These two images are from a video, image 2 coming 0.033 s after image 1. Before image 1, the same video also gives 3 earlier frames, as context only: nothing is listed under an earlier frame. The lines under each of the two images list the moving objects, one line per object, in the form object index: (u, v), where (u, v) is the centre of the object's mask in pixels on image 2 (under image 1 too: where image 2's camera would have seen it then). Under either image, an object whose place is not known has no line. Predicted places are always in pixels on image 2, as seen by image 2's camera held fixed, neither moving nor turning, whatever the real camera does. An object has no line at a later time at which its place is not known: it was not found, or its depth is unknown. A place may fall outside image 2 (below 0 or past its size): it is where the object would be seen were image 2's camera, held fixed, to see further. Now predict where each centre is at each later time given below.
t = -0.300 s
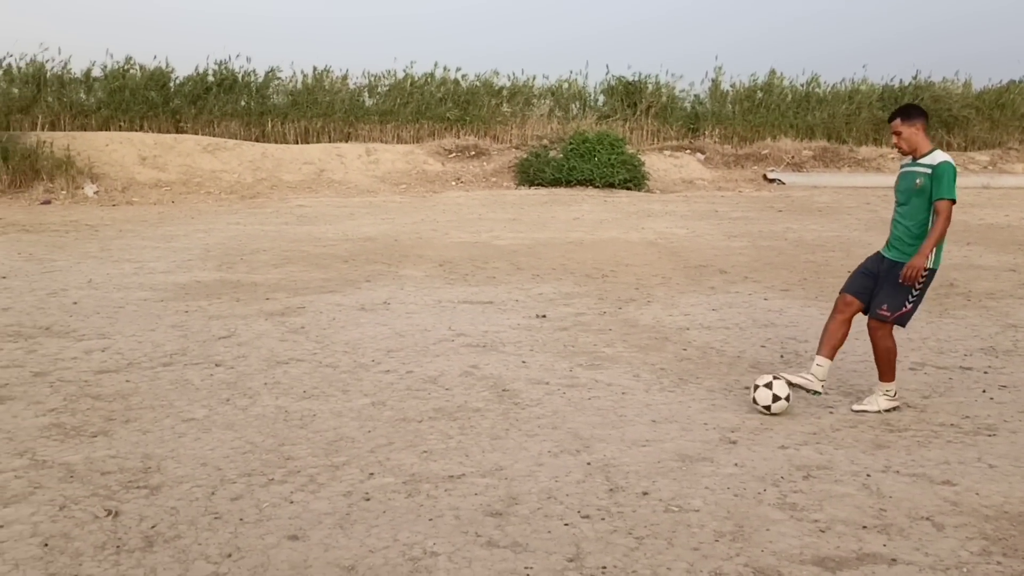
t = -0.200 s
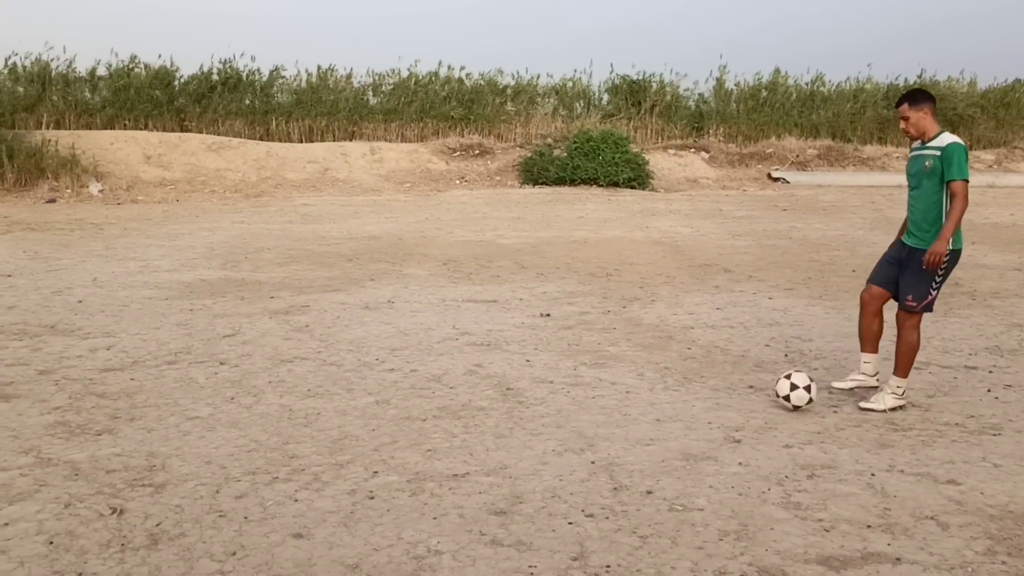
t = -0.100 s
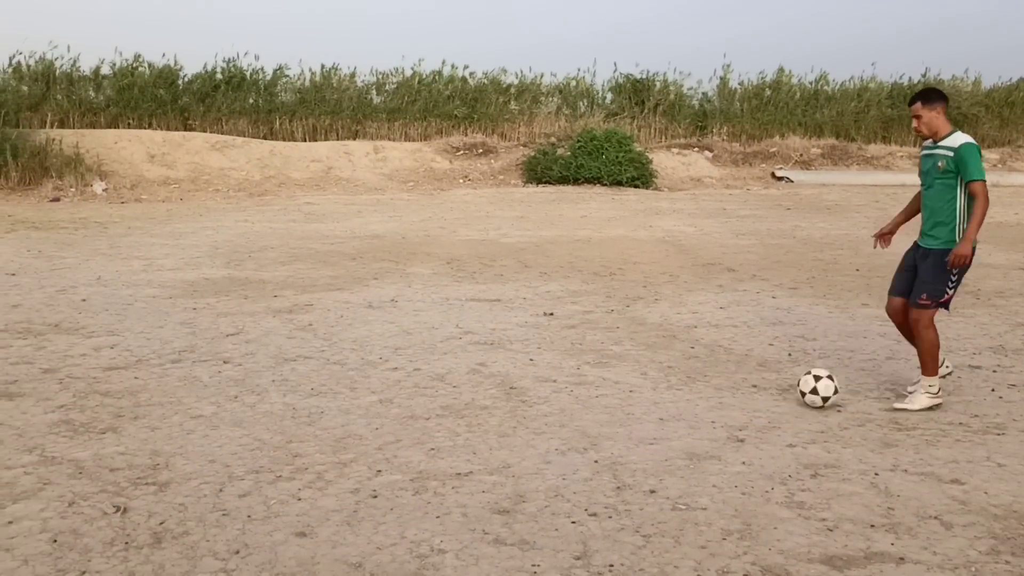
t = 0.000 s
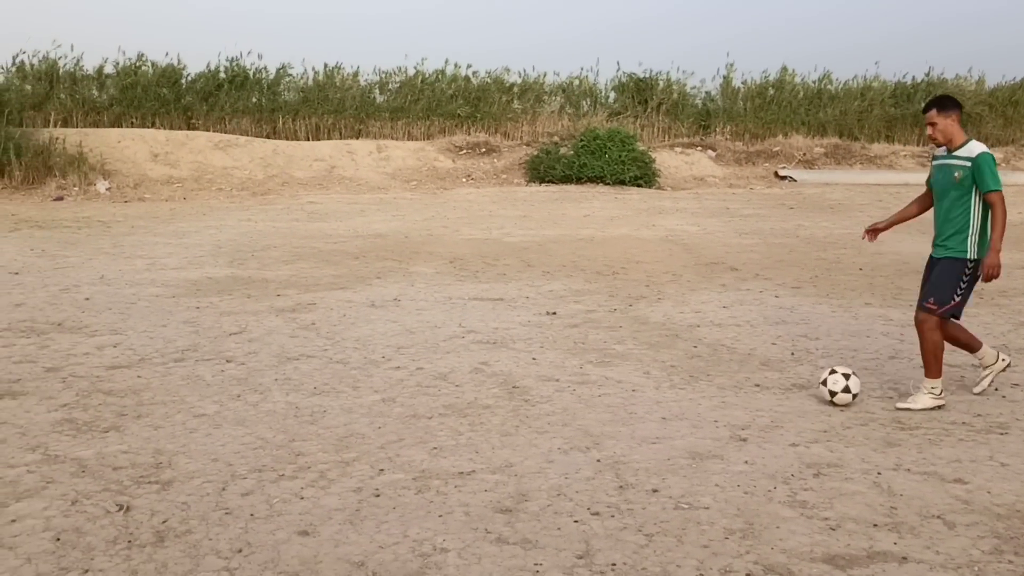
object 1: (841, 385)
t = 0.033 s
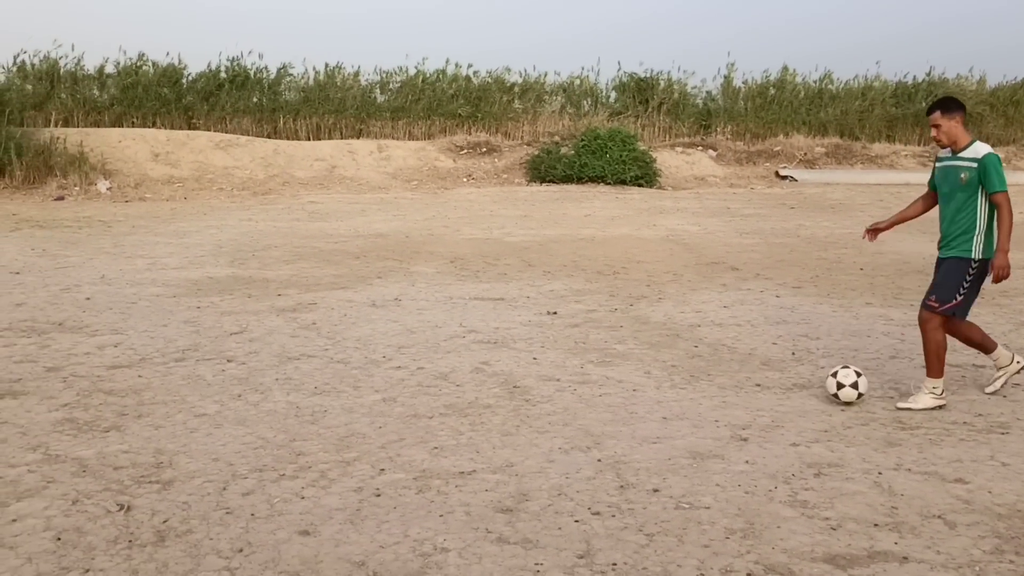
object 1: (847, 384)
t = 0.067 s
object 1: (853, 385)
